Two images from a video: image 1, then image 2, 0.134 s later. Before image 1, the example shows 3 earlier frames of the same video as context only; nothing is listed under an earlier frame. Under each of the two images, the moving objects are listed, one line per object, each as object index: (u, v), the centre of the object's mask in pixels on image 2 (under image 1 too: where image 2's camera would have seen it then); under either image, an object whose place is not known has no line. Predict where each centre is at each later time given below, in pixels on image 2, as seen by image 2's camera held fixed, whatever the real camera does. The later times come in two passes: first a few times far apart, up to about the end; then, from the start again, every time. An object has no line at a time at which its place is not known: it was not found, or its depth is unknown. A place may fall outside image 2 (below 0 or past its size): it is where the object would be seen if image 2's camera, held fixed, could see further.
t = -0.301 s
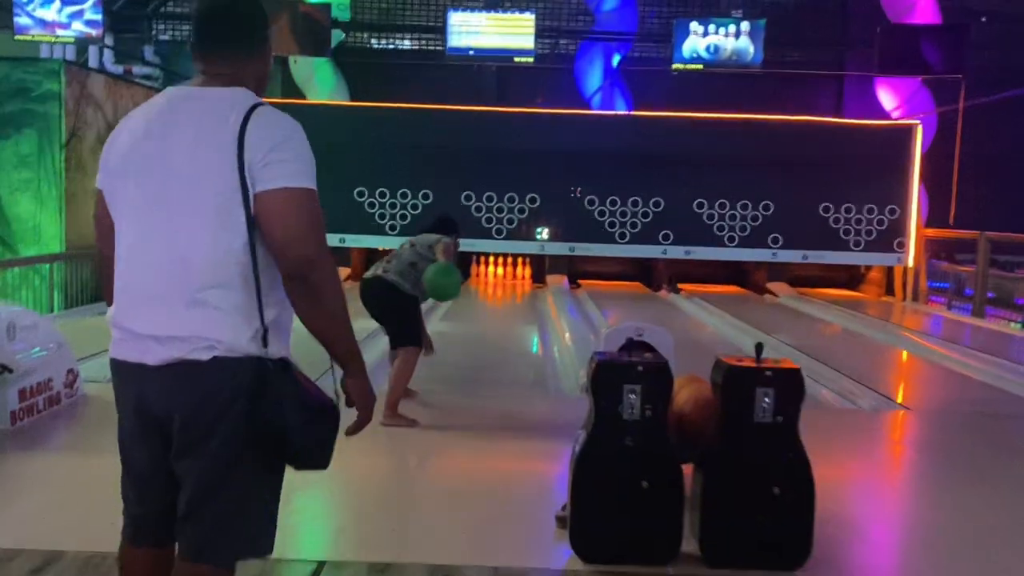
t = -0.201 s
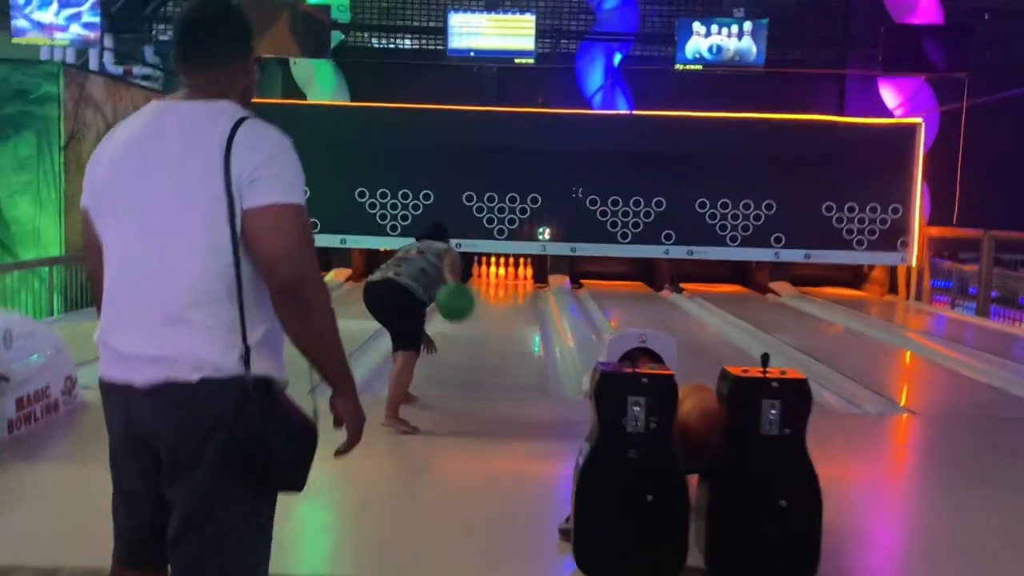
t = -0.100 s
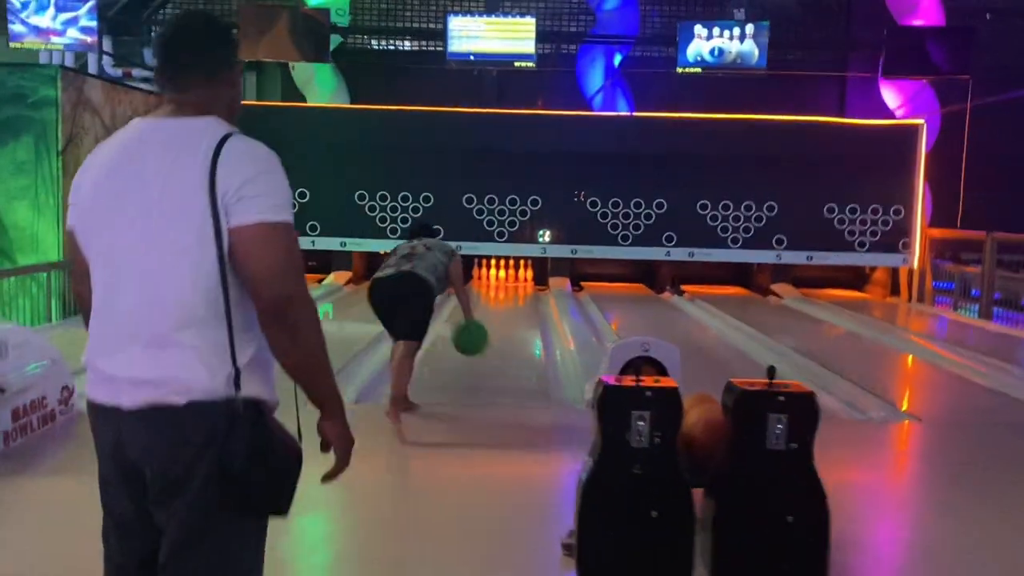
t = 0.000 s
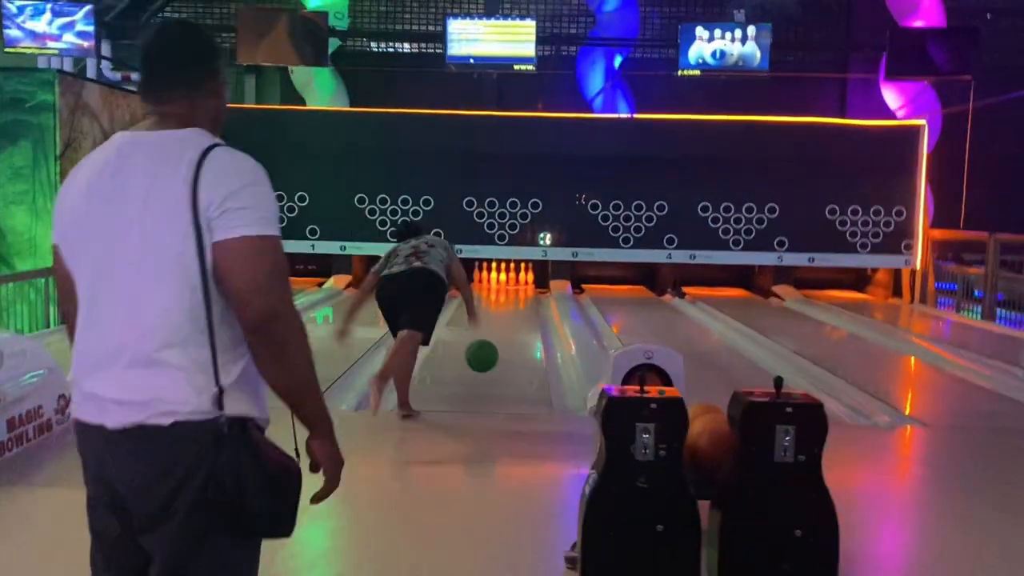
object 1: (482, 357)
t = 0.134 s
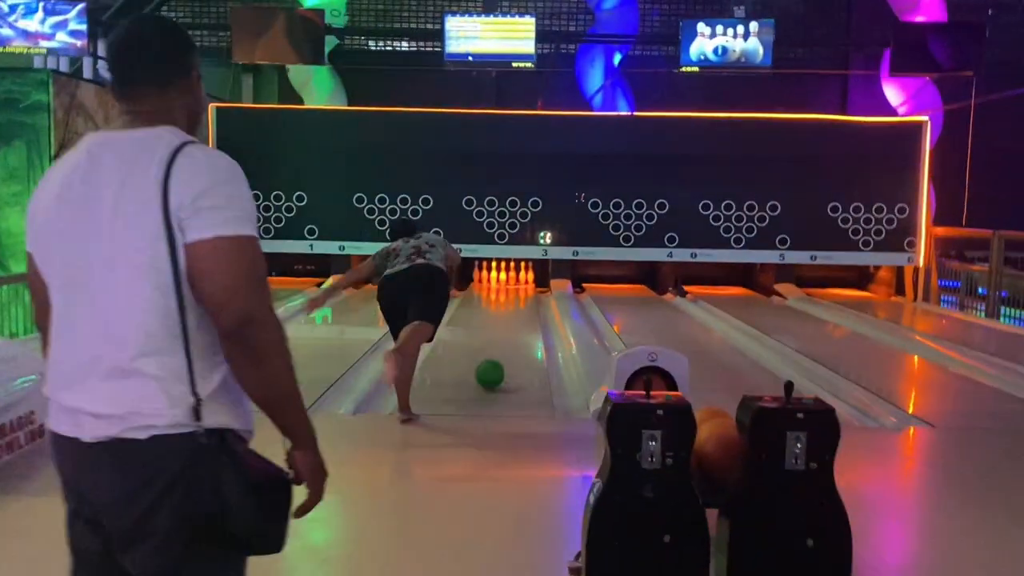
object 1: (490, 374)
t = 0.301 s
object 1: (496, 353)
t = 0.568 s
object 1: (504, 329)
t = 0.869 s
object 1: (508, 312)
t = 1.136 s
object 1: (510, 302)
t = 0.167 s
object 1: (491, 367)
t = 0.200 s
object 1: (493, 361)
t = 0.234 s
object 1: (494, 357)
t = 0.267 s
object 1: (495, 355)
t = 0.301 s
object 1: (496, 353)
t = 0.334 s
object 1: (498, 349)
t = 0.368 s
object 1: (499, 346)
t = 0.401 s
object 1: (500, 343)
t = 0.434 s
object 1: (501, 340)
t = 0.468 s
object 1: (502, 337)
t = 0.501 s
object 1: (503, 335)
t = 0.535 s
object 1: (503, 332)
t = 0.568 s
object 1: (504, 329)
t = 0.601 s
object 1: (505, 327)
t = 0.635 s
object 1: (505, 325)
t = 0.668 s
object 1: (506, 323)
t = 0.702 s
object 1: (506, 321)
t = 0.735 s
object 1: (507, 319)
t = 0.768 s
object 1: (507, 317)
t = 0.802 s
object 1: (508, 316)
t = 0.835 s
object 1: (508, 313)
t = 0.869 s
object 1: (508, 312)
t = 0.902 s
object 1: (509, 311)
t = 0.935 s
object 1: (509, 309)
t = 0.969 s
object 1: (509, 308)
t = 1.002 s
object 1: (509, 307)
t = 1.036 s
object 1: (510, 305)
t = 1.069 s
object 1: (510, 304)
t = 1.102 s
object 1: (510, 303)
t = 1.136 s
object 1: (510, 302)
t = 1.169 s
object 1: (510, 301)
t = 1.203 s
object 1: (510, 300)
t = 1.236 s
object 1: (511, 299)
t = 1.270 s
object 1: (510, 298)
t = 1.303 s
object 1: (510, 297)
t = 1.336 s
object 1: (511, 296)
